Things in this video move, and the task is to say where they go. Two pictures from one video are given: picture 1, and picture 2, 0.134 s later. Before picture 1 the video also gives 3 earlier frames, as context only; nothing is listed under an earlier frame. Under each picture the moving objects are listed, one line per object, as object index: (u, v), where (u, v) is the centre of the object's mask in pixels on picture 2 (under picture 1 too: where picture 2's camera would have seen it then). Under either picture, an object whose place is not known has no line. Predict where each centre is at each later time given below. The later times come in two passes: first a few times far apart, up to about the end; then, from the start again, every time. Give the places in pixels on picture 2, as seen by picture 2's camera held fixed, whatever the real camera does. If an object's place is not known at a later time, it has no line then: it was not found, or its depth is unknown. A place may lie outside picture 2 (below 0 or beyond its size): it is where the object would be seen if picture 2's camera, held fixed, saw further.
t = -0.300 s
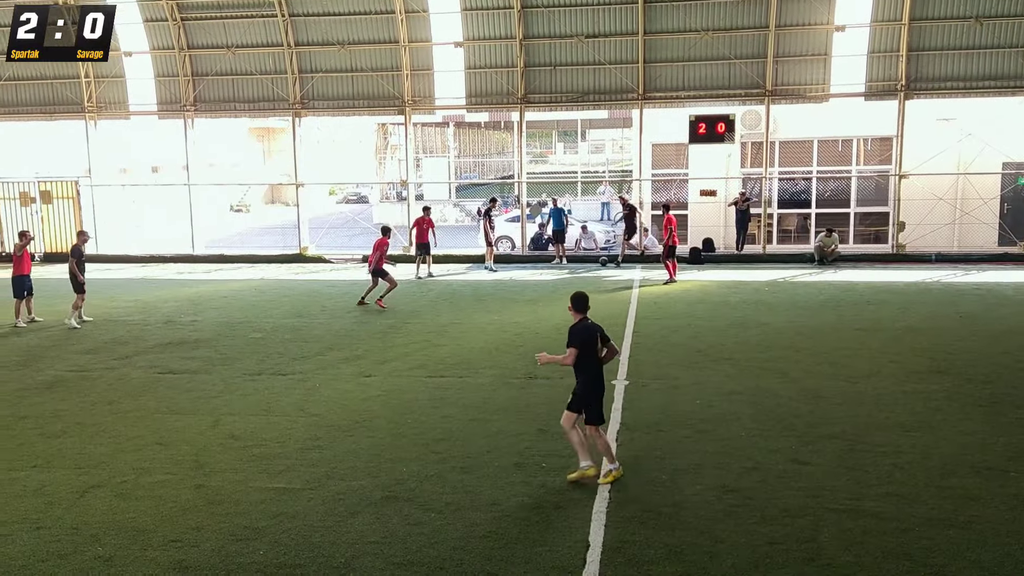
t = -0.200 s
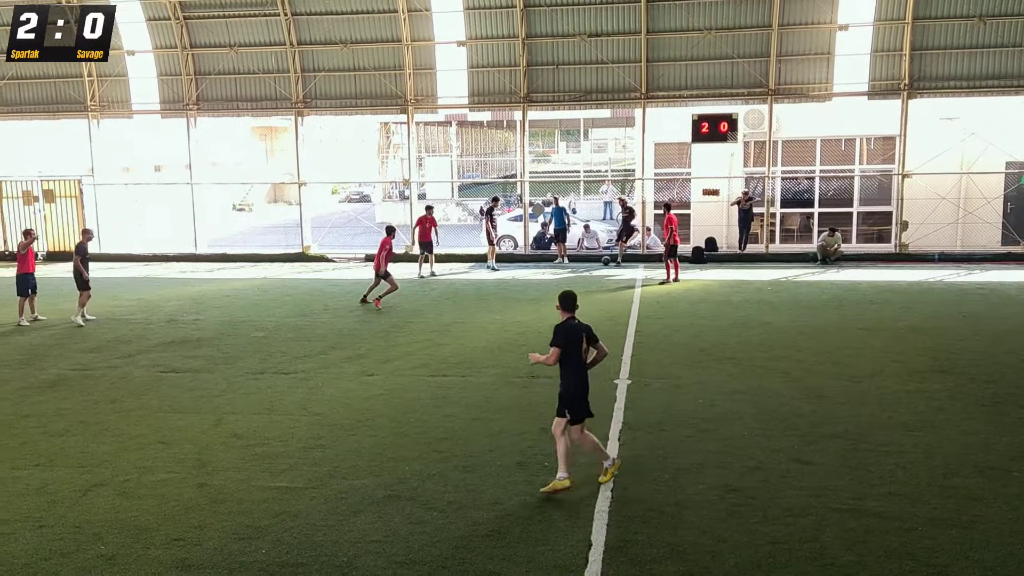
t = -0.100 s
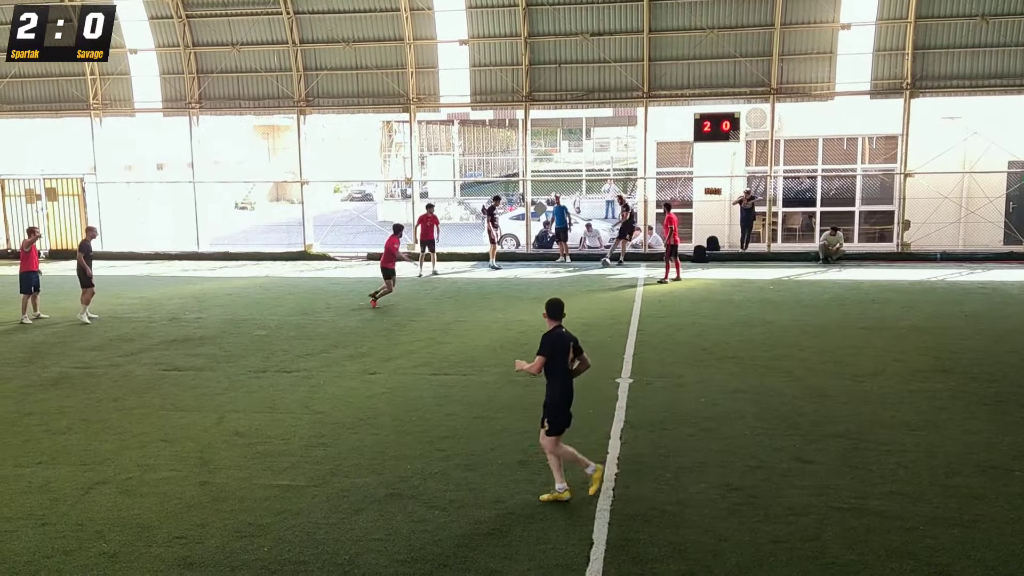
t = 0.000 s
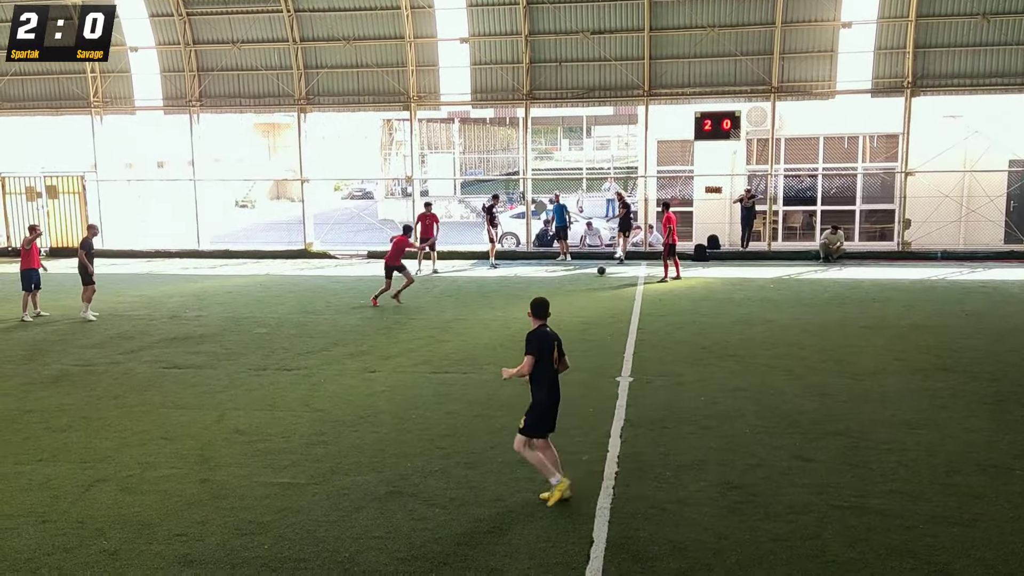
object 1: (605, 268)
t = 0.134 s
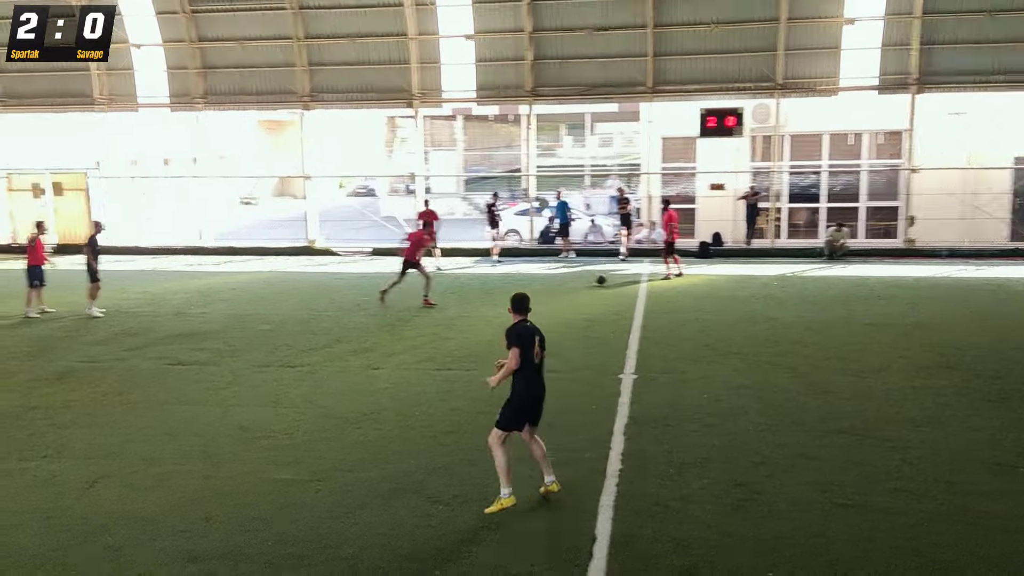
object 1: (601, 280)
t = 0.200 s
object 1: (599, 287)
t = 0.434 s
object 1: (598, 309)
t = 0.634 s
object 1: (599, 330)
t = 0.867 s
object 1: (601, 358)
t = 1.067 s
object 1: (604, 384)
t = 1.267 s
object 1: (608, 418)
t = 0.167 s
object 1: (600, 284)
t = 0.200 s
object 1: (599, 287)
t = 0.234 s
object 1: (600, 289)
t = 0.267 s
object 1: (599, 293)
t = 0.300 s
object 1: (598, 296)
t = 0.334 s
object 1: (599, 300)
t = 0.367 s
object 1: (598, 304)
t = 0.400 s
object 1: (598, 306)
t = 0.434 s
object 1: (598, 309)
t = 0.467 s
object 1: (598, 314)
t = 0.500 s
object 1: (598, 317)
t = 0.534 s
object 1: (599, 319)
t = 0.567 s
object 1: (598, 322)
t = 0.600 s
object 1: (599, 325)
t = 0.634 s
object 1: (599, 330)
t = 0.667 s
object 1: (600, 334)
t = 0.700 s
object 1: (599, 335)
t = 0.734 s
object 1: (599, 339)
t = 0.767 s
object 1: (599, 342)
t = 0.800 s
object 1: (599, 346)
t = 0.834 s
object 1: (600, 351)
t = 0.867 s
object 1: (601, 358)
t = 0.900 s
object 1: (601, 361)
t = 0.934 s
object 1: (602, 365)
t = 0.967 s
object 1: (602, 370)
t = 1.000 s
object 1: (603, 375)
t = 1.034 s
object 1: (603, 380)
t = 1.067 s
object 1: (604, 384)
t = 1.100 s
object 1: (604, 390)
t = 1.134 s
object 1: (605, 396)
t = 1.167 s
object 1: (606, 402)
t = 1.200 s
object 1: (606, 406)
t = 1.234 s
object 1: (607, 412)
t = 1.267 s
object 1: (608, 418)
